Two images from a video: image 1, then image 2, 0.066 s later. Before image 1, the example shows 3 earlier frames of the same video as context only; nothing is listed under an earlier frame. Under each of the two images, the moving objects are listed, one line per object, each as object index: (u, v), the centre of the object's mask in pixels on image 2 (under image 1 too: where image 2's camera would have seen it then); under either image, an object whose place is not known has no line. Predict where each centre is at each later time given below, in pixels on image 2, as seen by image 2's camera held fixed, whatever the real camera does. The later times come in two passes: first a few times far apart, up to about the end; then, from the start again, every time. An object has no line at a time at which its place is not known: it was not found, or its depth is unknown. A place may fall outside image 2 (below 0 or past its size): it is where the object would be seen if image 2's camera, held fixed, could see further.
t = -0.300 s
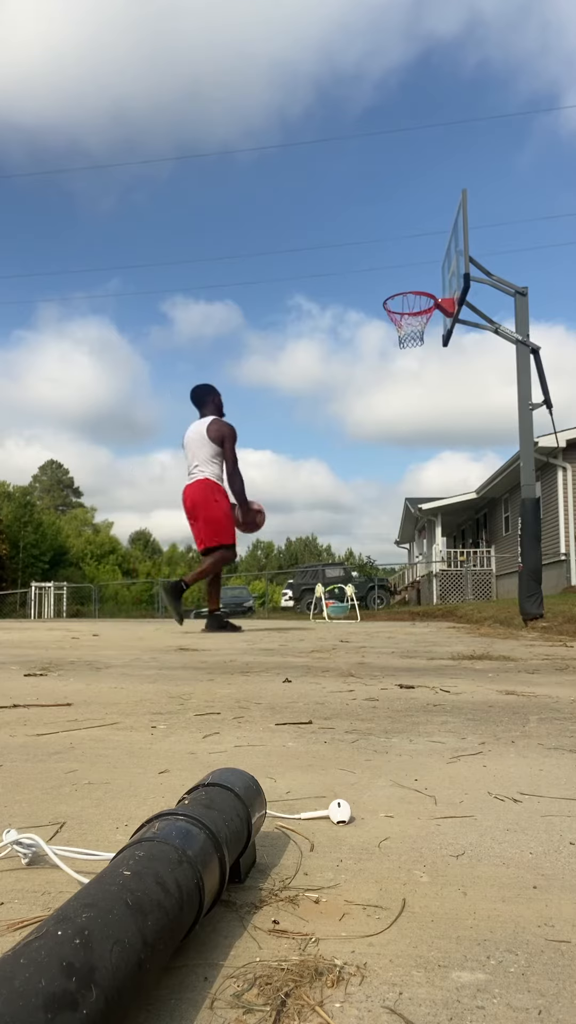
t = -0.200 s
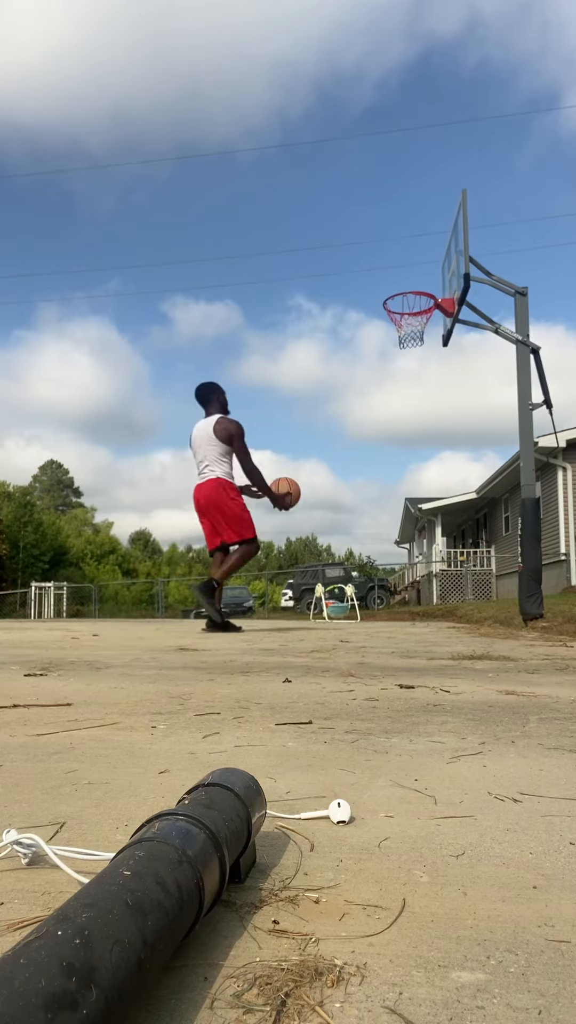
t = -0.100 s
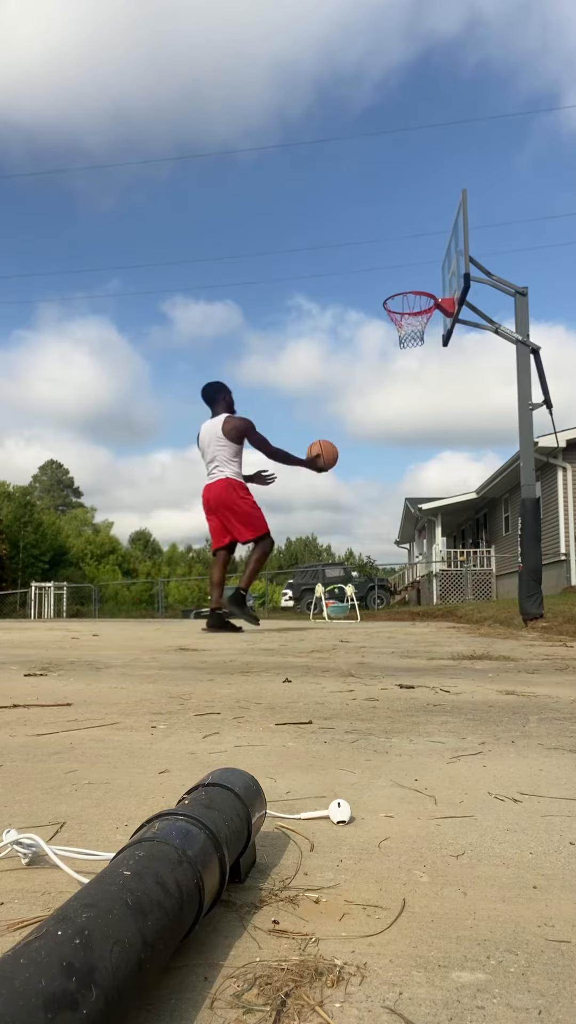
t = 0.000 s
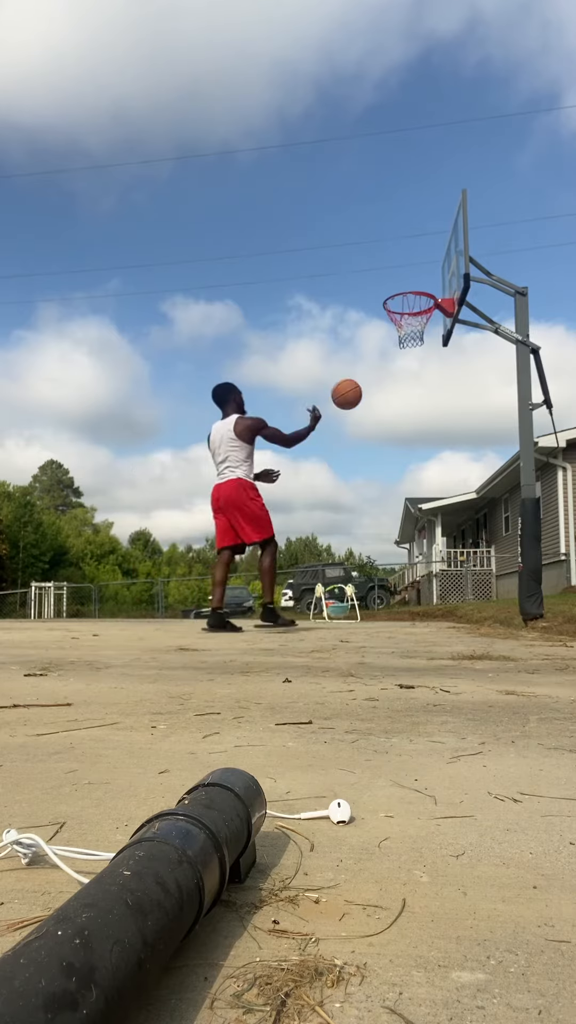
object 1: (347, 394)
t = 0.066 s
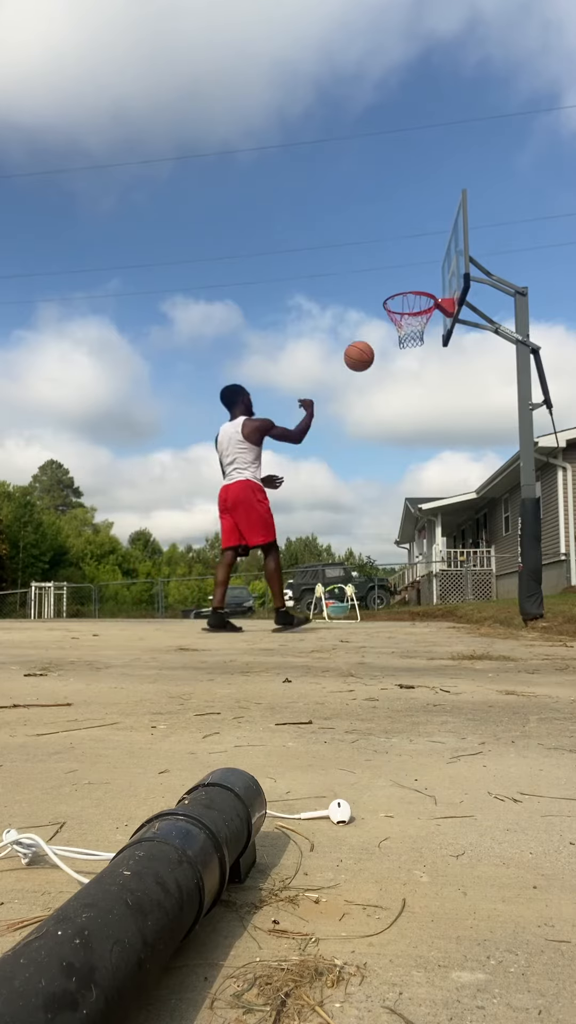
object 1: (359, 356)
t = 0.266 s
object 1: (394, 280)
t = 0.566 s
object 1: (442, 259)
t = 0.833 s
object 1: (409, 294)
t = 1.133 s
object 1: (387, 367)
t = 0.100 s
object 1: (365, 339)
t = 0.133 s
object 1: (371, 324)
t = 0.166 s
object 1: (377, 311)
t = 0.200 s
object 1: (383, 299)
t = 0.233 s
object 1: (388, 289)
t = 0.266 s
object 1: (394, 280)
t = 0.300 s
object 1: (400, 272)
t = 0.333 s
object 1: (405, 266)
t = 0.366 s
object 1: (411, 262)
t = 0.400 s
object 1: (416, 258)
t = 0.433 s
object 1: (421, 256)
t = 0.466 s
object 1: (427, 255)
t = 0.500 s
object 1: (432, 255)
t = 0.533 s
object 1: (437, 257)
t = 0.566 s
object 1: (442, 259)
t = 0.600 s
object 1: (442, 260)
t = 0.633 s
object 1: (438, 262)
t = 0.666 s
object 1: (433, 265)
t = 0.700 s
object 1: (428, 268)
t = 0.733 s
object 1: (423, 273)
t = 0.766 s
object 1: (419, 279)
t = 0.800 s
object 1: (414, 286)
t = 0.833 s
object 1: (409, 294)
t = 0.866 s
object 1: (405, 304)
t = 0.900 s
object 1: (400, 314)
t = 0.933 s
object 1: (396, 324)
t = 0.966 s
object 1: (393, 332)
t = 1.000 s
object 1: (393, 337)
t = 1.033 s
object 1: (391, 342)
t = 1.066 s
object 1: (389, 349)
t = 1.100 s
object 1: (388, 357)
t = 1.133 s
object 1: (387, 367)
